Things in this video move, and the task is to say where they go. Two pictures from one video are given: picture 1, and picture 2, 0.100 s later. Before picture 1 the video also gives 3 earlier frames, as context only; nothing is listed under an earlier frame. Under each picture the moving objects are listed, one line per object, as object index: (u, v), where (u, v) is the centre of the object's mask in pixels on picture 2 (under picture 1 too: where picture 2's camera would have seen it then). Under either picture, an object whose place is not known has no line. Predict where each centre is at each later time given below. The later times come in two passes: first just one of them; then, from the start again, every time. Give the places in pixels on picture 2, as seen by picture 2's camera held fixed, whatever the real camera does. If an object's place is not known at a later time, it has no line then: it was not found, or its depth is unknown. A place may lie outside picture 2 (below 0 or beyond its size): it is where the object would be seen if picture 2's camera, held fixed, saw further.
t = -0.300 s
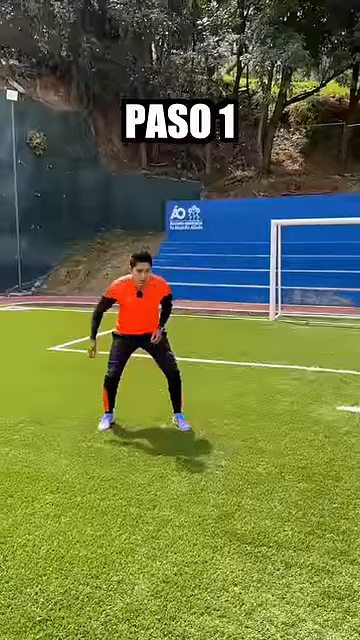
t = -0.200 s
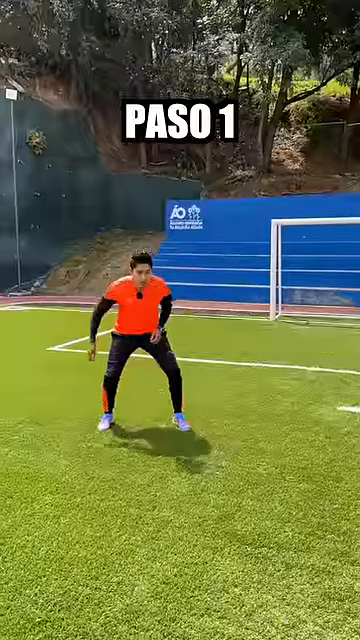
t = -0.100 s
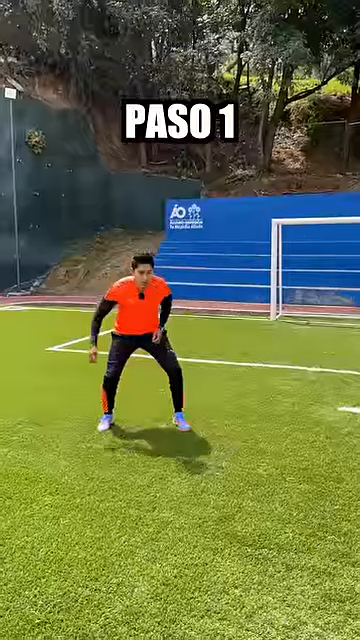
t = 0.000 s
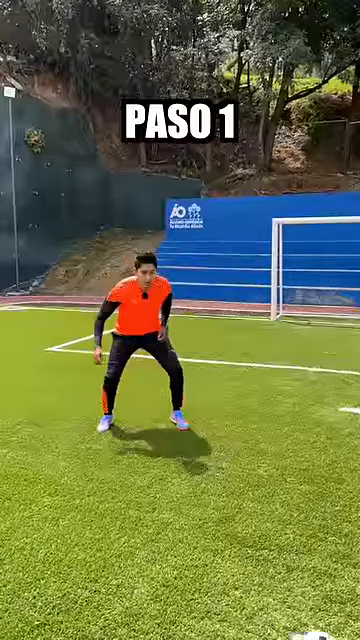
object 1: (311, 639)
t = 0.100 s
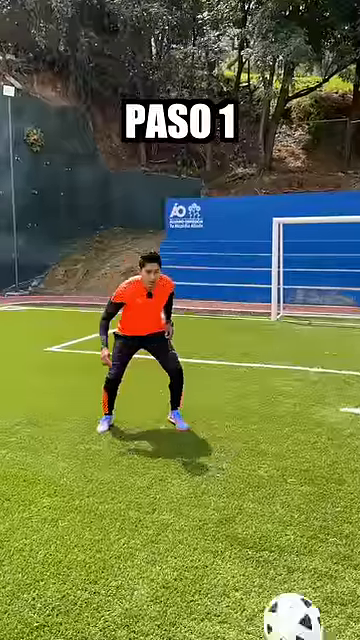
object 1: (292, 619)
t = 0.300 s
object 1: (253, 566)
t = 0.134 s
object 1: (285, 611)
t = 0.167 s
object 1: (278, 601)
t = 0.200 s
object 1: (272, 589)
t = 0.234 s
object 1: (266, 581)
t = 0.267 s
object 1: (259, 572)
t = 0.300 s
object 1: (253, 566)
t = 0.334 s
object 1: (247, 560)
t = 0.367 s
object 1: (244, 555)
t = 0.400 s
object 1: (239, 546)
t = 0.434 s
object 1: (234, 538)
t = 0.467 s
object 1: (231, 530)
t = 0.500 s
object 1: (227, 522)
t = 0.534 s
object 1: (223, 516)
